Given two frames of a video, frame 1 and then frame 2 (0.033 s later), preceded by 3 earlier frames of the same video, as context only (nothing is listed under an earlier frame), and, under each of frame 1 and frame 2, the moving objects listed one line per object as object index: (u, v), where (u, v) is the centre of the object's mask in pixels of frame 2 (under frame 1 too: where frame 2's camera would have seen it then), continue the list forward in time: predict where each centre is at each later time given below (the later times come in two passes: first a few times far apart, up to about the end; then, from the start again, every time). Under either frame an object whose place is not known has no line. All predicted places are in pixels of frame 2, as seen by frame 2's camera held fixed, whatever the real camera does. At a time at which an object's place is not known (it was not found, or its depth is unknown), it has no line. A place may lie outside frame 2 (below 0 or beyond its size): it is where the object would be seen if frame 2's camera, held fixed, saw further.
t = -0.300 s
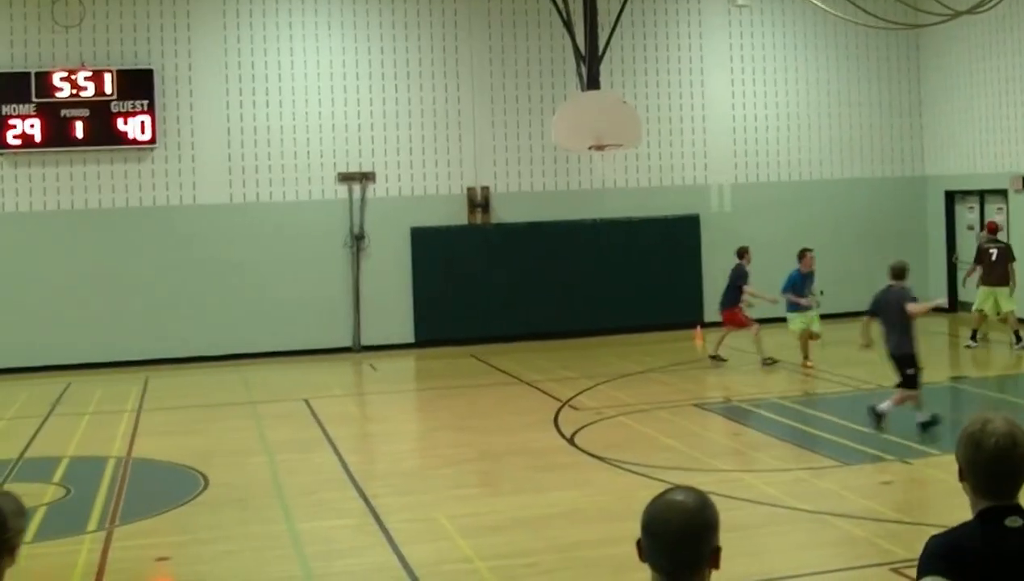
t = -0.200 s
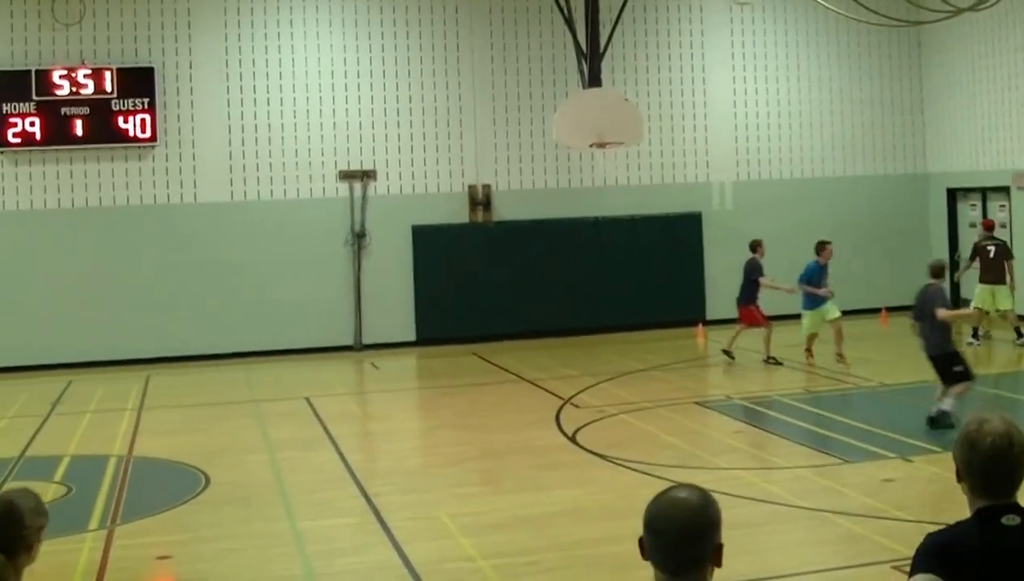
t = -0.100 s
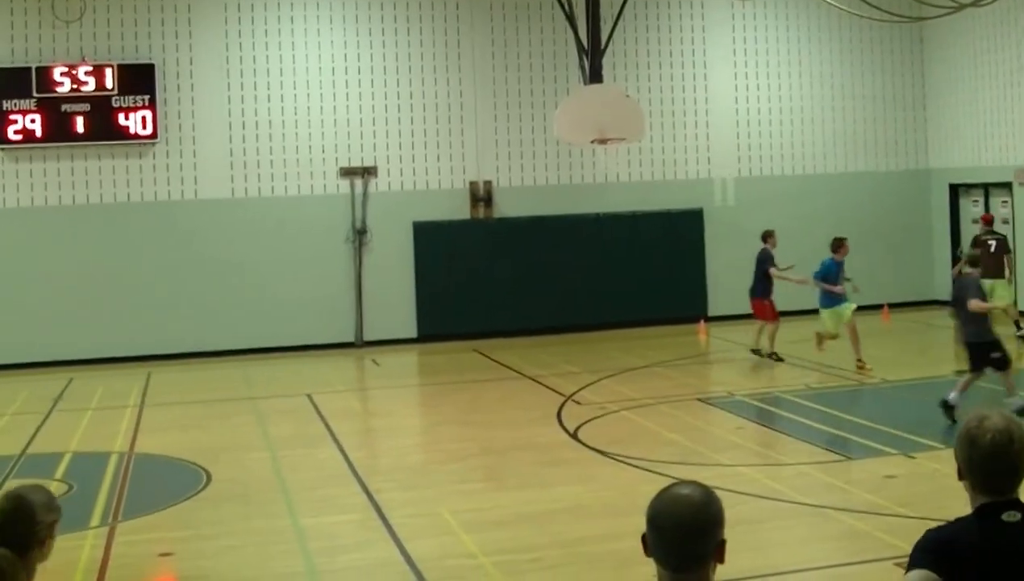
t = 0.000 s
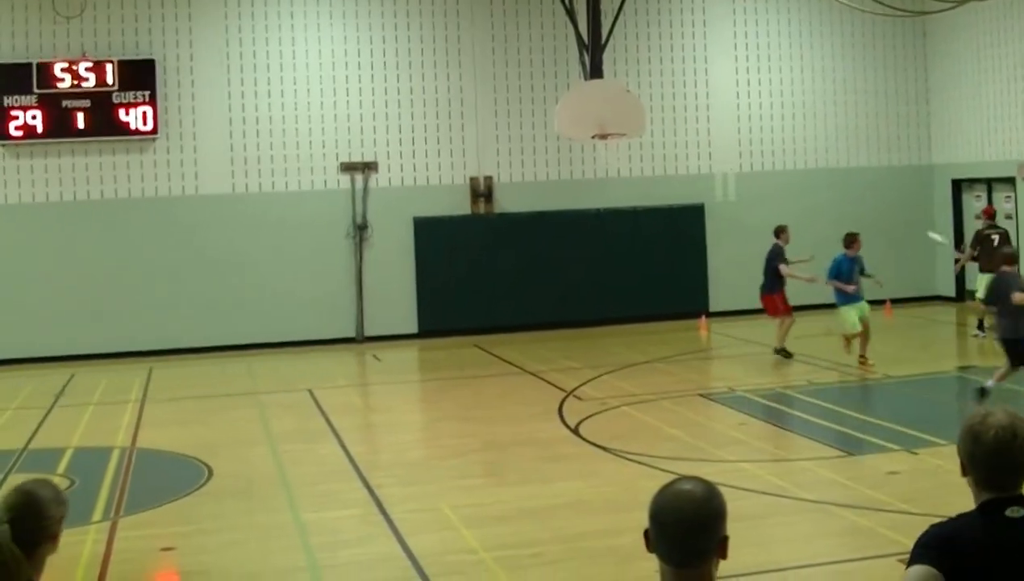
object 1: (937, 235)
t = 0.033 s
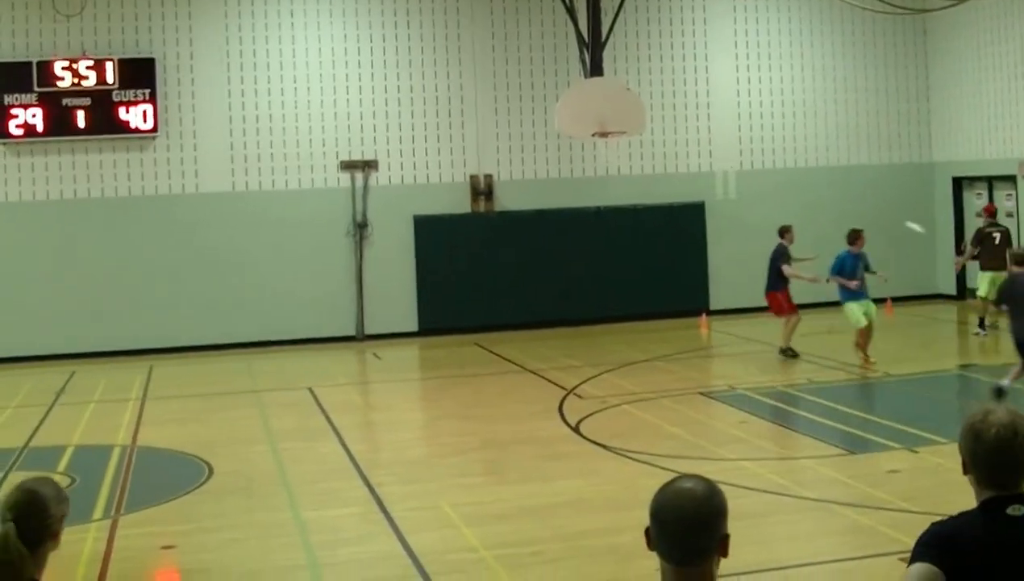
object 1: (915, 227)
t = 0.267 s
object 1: (772, 180)
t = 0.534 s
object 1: (611, 144)
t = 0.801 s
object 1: (459, 133)
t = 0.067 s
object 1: (895, 220)
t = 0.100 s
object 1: (874, 212)
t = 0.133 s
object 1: (853, 205)
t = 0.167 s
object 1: (833, 198)
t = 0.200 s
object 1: (812, 192)
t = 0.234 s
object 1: (792, 185)
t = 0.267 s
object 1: (772, 180)
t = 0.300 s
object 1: (752, 173)
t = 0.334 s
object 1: (731, 169)
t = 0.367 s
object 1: (712, 164)
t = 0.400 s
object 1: (692, 159)
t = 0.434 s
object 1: (671, 155)
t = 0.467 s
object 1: (651, 151)
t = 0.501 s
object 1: (632, 147)
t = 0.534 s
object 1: (611, 144)
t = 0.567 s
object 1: (593, 142)
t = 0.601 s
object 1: (573, 140)
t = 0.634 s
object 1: (554, 138)
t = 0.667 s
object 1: (534, 137)
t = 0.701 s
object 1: (516, 135)
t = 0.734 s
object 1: (497, 134)
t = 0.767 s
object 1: (478, 133)
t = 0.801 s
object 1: (459, 133)
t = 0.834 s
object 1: (439, 133)
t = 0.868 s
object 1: (420, 132)
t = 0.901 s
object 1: (401, 131)
